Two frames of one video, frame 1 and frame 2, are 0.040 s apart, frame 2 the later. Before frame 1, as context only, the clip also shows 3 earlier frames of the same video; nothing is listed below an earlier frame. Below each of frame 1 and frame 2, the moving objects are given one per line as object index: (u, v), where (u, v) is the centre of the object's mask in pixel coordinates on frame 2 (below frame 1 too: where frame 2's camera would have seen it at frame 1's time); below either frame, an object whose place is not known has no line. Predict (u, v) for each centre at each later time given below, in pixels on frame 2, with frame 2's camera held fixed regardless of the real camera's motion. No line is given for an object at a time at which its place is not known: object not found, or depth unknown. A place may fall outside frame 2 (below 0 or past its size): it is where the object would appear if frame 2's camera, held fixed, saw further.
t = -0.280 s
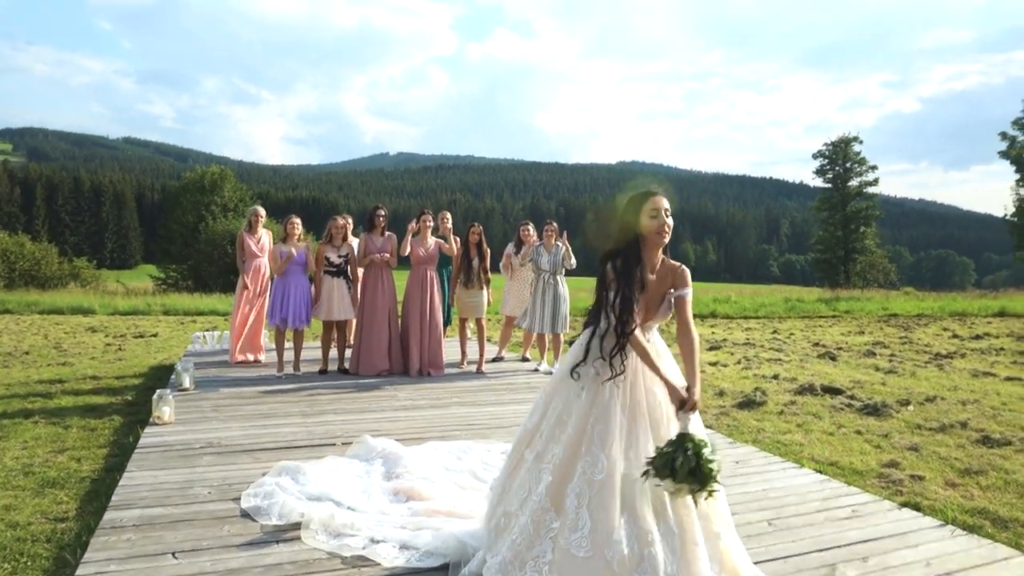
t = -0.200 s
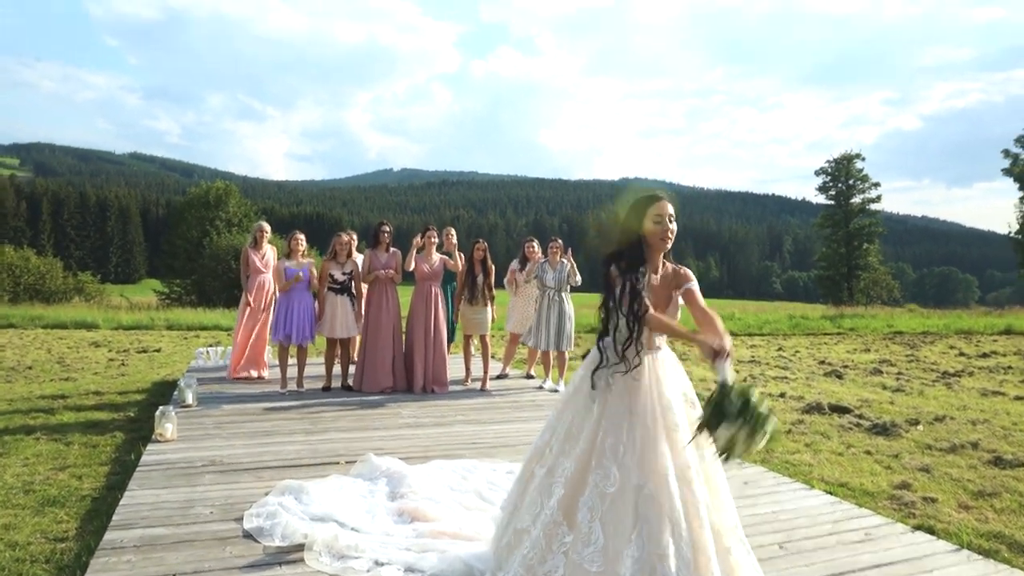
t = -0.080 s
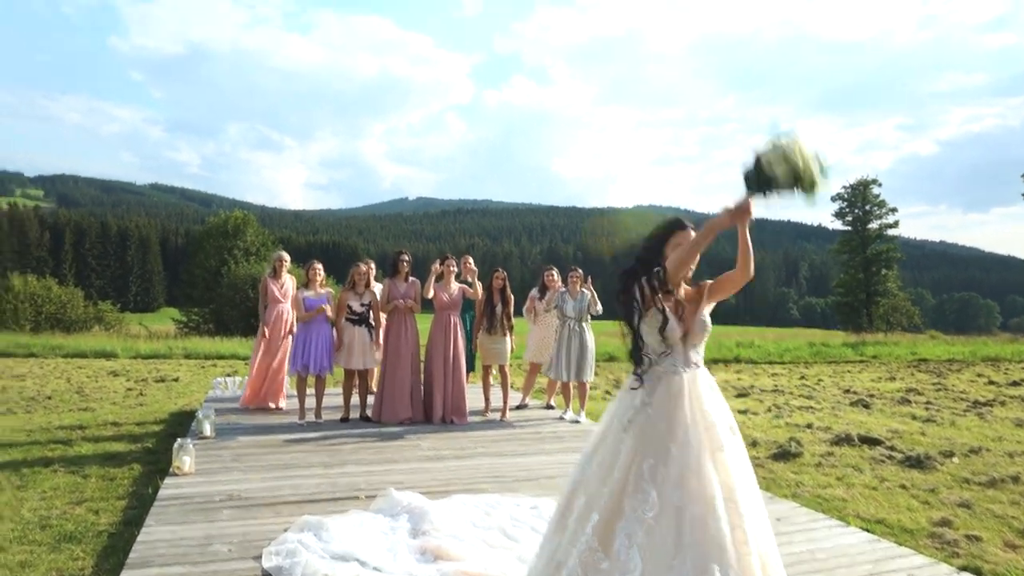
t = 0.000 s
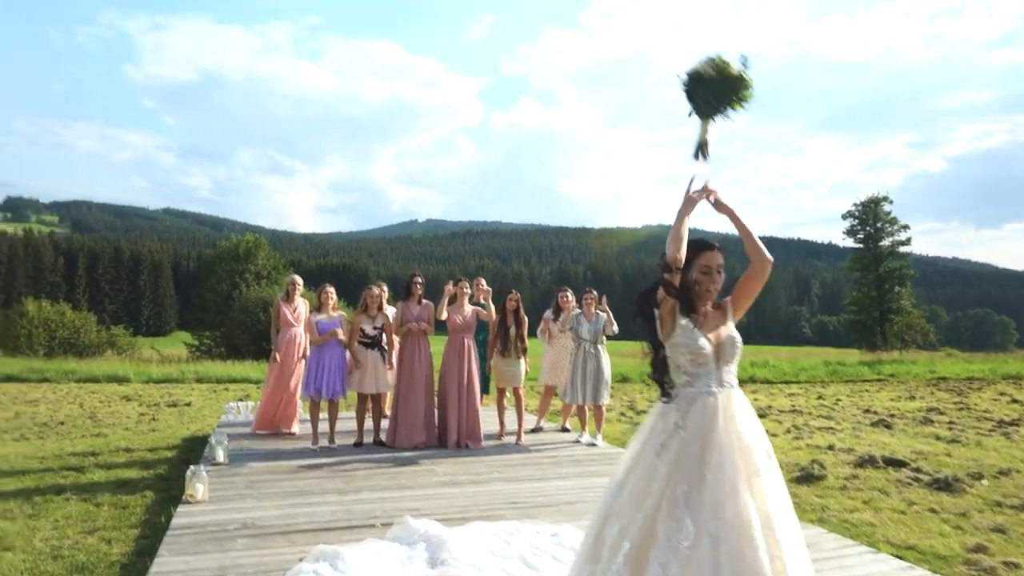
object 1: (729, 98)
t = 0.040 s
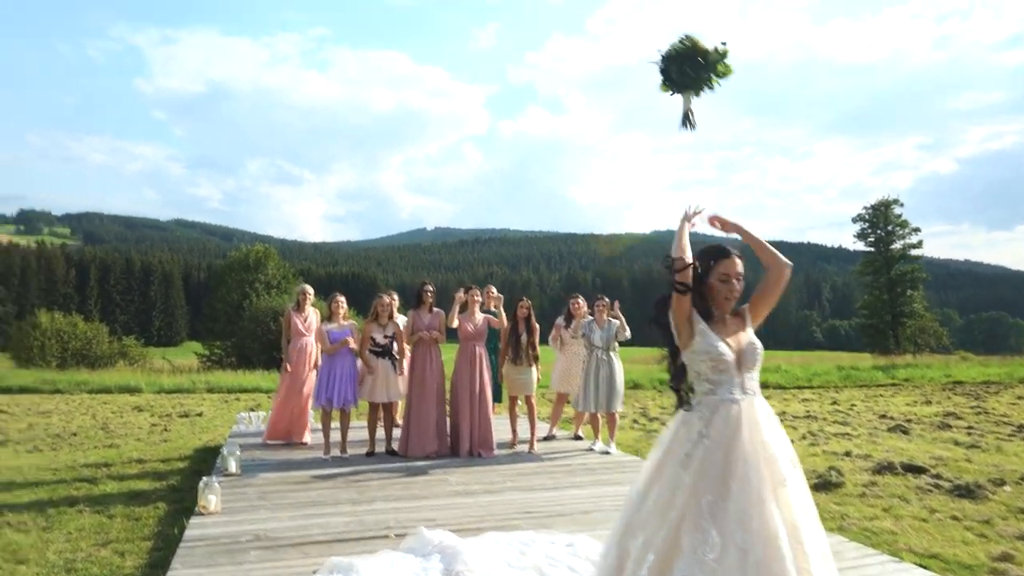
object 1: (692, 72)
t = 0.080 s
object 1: (663, 52)
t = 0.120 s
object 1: (639, 39)
